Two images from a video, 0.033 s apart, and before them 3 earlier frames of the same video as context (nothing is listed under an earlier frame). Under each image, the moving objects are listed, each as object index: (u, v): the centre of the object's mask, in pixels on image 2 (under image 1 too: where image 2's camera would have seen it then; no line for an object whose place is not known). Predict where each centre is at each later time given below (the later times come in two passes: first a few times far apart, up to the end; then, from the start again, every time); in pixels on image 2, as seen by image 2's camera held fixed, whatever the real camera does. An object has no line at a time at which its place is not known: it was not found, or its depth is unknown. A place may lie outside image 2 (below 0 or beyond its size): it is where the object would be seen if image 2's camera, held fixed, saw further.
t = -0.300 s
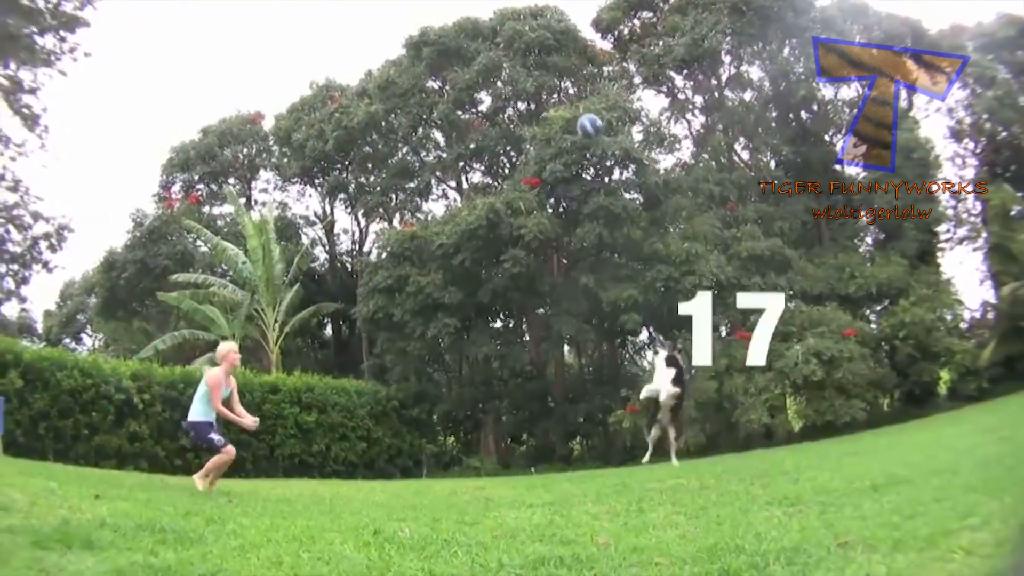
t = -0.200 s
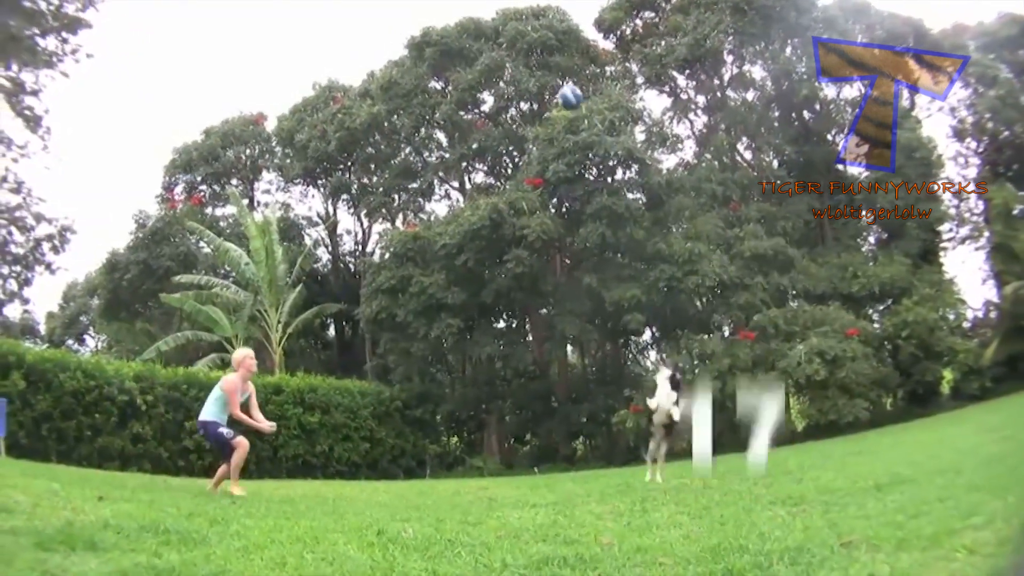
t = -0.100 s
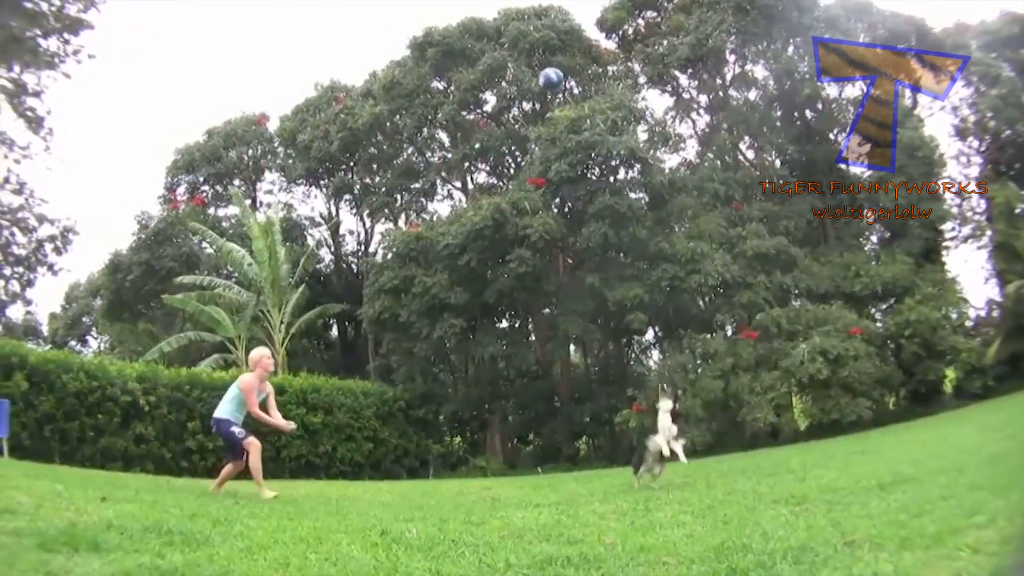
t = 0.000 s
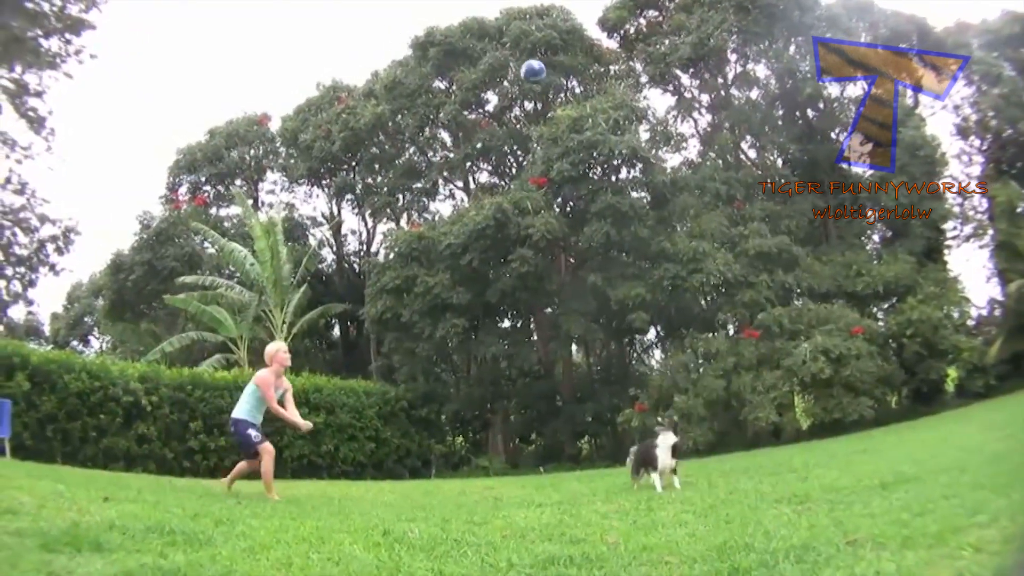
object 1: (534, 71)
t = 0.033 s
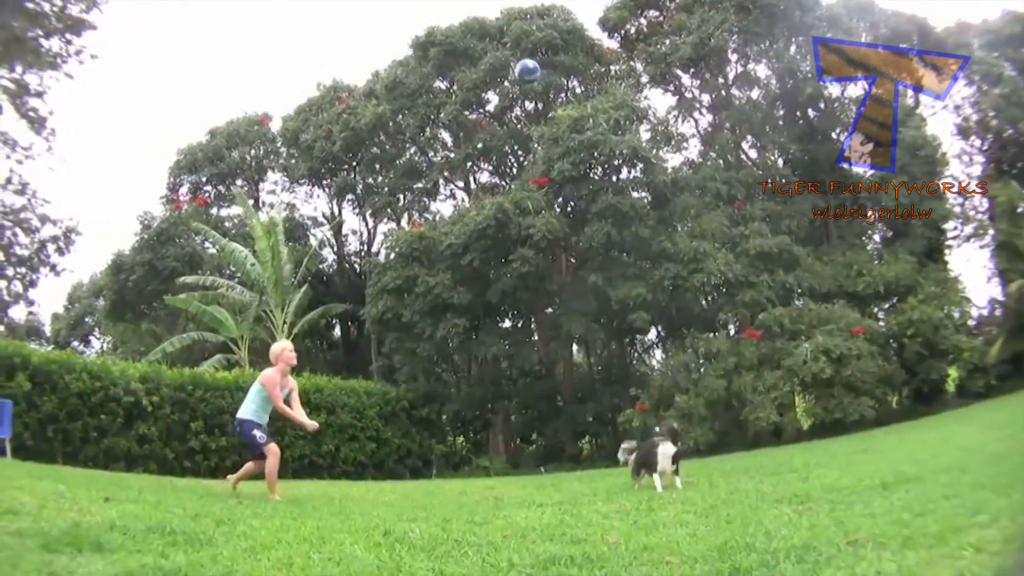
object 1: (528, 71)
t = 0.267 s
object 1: (484, 100)
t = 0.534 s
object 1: (434, 211)
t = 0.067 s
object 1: (521, 72)
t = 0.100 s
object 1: (515, 73)
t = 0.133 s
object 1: (509, 76)
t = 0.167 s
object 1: (503, 81)
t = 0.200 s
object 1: (497, 85)
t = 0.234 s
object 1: (490, 92)
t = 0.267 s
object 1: (484, 100)
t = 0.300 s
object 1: (479, 107)
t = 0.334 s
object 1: (472, 117)
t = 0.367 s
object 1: (466, 128)
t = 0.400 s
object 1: (459, 143)
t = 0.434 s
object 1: (453, 158)
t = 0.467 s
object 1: (446, 174)
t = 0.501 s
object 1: (440, 192)
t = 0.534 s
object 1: (434, 211)
